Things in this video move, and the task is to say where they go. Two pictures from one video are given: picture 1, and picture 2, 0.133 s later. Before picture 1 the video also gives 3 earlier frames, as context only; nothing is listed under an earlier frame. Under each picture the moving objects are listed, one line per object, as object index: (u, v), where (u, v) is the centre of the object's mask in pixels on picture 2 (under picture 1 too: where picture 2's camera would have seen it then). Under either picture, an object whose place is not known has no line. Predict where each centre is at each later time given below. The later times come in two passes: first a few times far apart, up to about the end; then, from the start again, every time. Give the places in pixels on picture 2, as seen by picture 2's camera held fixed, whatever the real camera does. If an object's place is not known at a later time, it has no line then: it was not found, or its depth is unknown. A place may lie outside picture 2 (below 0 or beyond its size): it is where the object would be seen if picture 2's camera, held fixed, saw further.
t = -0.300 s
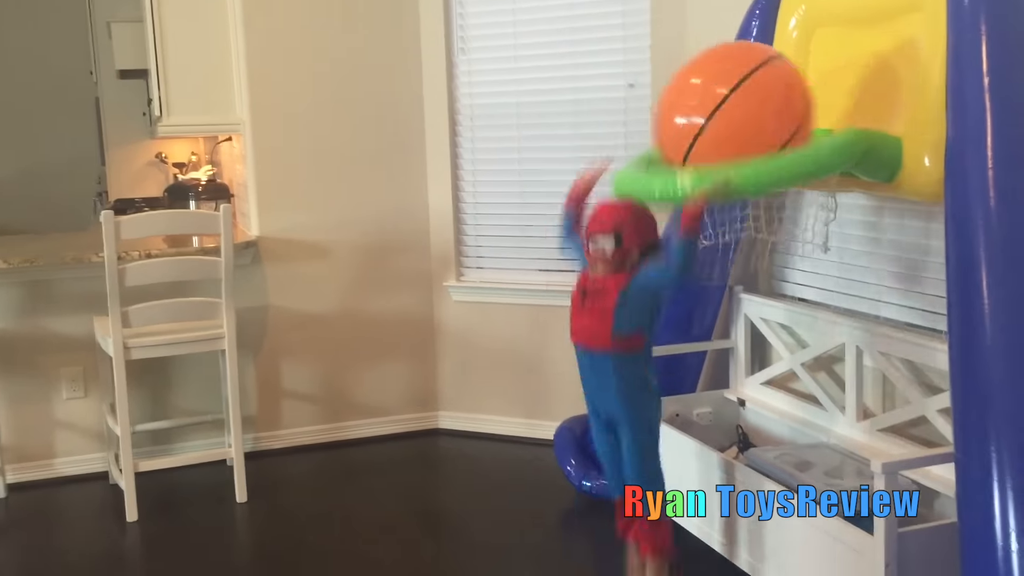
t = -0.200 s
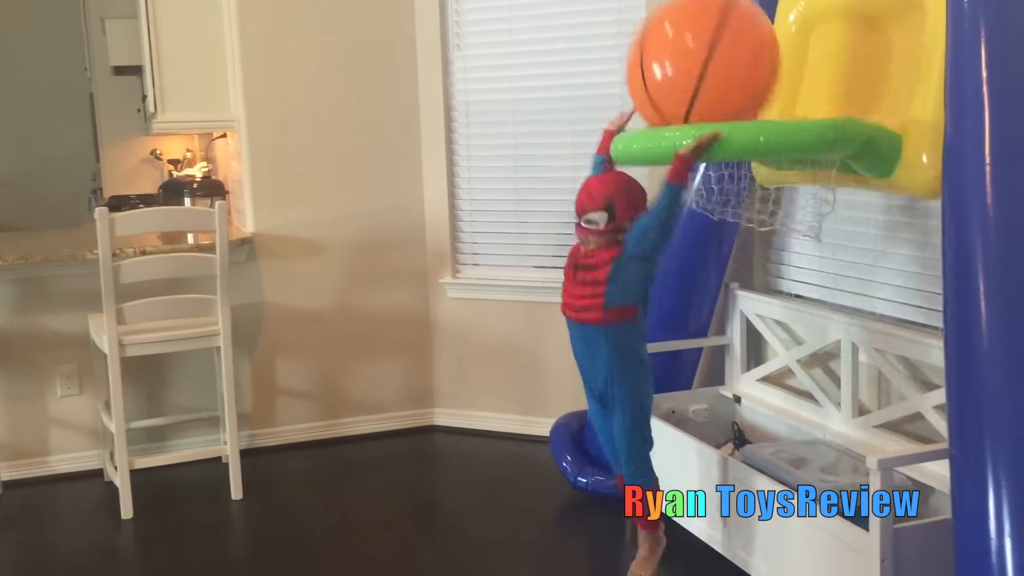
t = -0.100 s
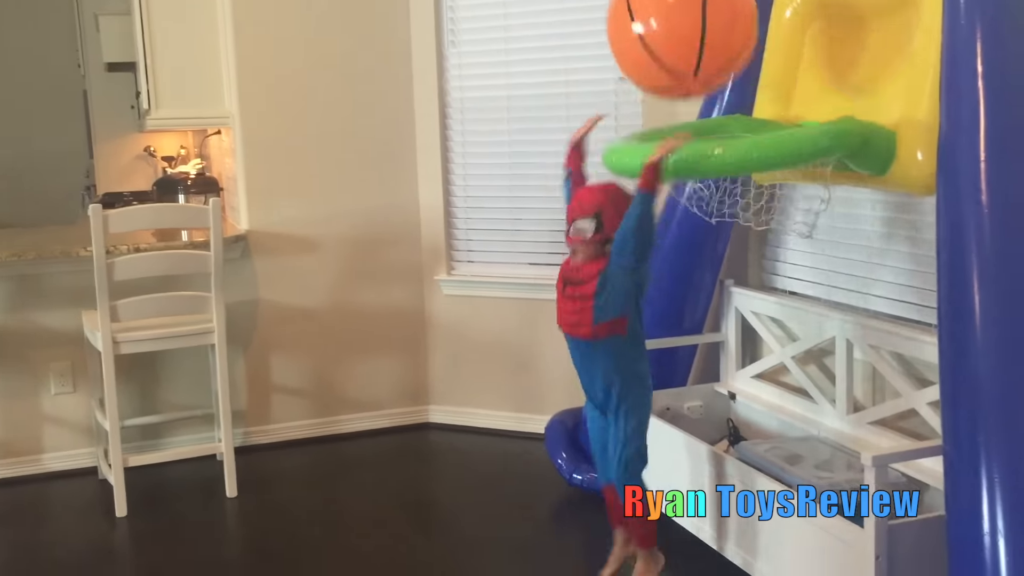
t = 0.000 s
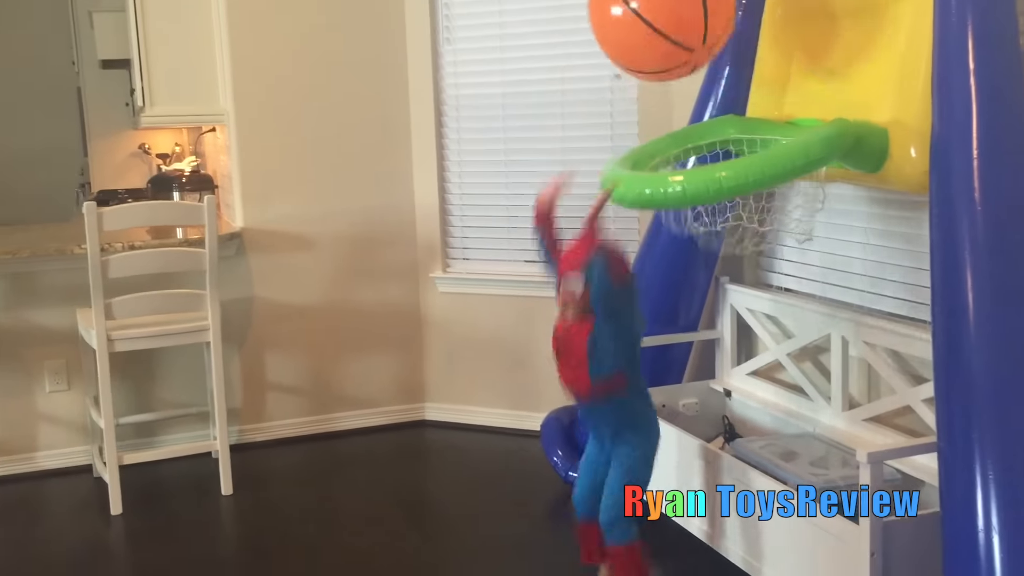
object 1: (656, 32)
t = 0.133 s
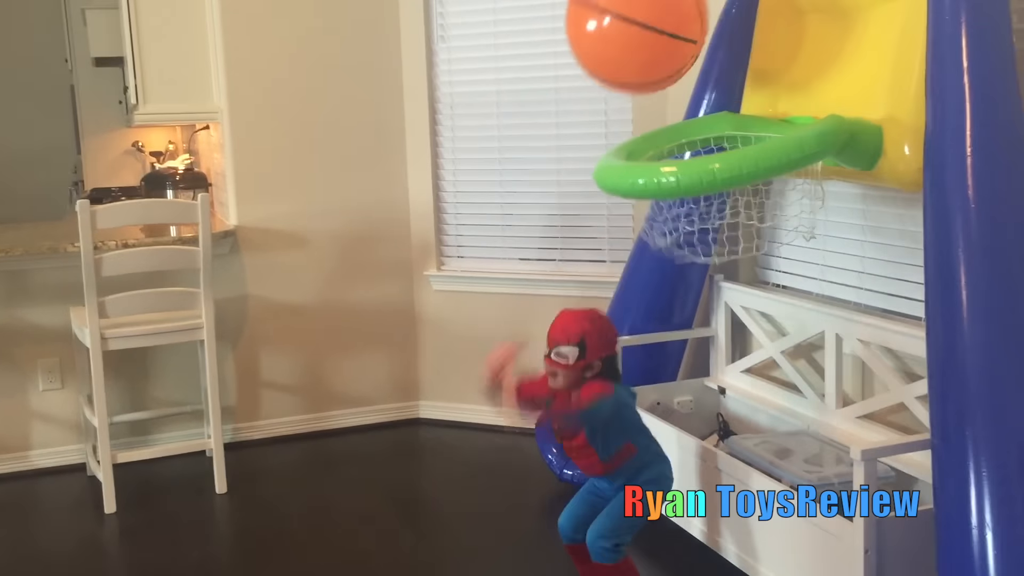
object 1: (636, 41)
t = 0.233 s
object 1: (624, 63)
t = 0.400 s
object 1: (584, 113)
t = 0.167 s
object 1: (632, 46)
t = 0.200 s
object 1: (628, 53)
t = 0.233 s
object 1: (624, 63)
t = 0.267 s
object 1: (619, 74)
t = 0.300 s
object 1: (611, 83)
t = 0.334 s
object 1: (602, 92)
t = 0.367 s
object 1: (593, 102)
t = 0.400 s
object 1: (584, 113)
